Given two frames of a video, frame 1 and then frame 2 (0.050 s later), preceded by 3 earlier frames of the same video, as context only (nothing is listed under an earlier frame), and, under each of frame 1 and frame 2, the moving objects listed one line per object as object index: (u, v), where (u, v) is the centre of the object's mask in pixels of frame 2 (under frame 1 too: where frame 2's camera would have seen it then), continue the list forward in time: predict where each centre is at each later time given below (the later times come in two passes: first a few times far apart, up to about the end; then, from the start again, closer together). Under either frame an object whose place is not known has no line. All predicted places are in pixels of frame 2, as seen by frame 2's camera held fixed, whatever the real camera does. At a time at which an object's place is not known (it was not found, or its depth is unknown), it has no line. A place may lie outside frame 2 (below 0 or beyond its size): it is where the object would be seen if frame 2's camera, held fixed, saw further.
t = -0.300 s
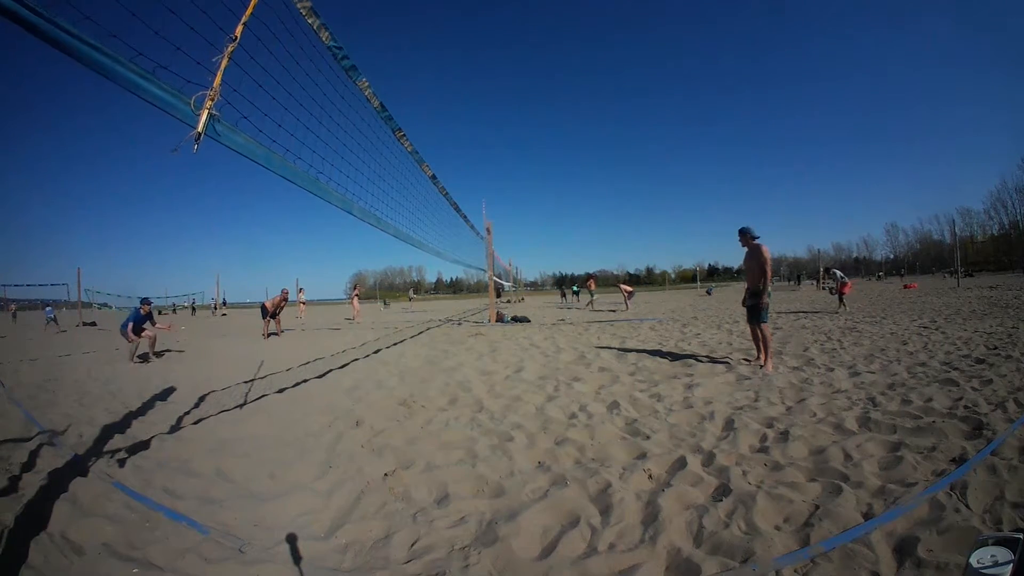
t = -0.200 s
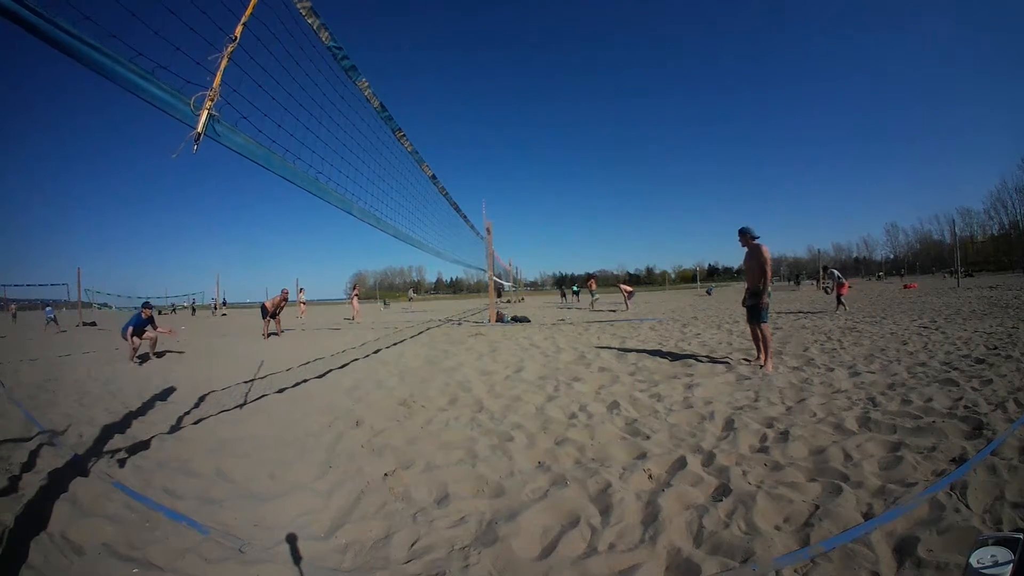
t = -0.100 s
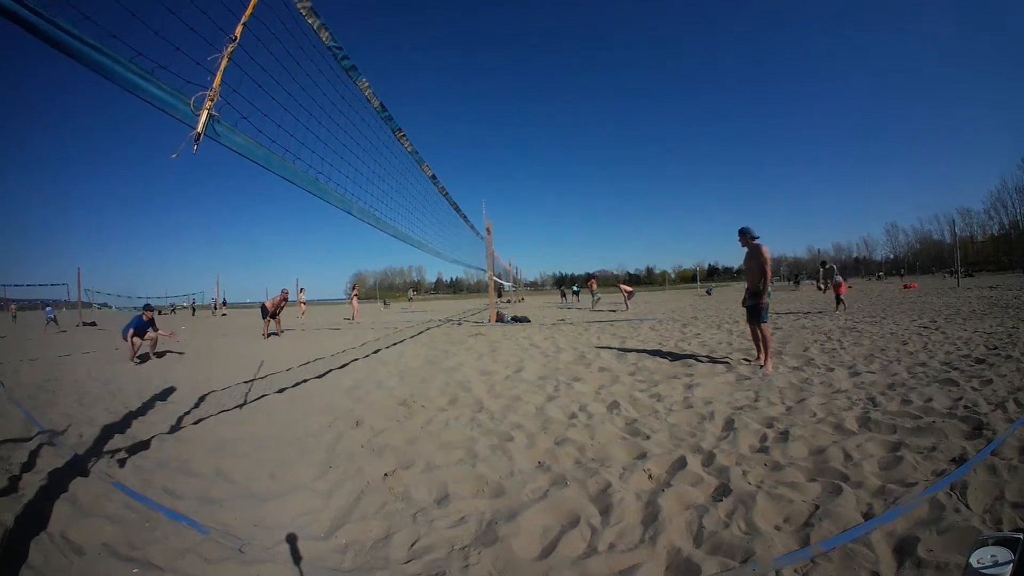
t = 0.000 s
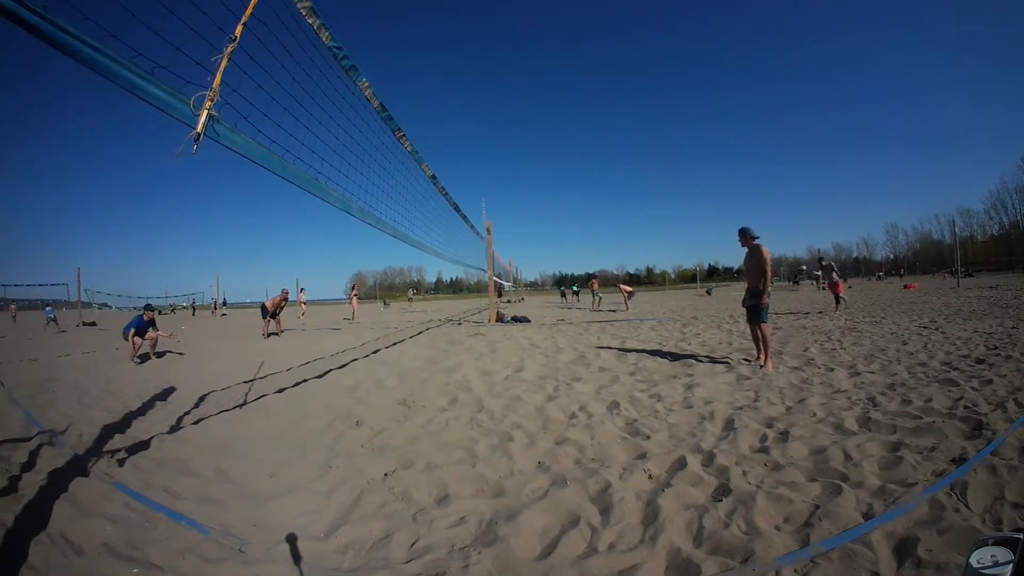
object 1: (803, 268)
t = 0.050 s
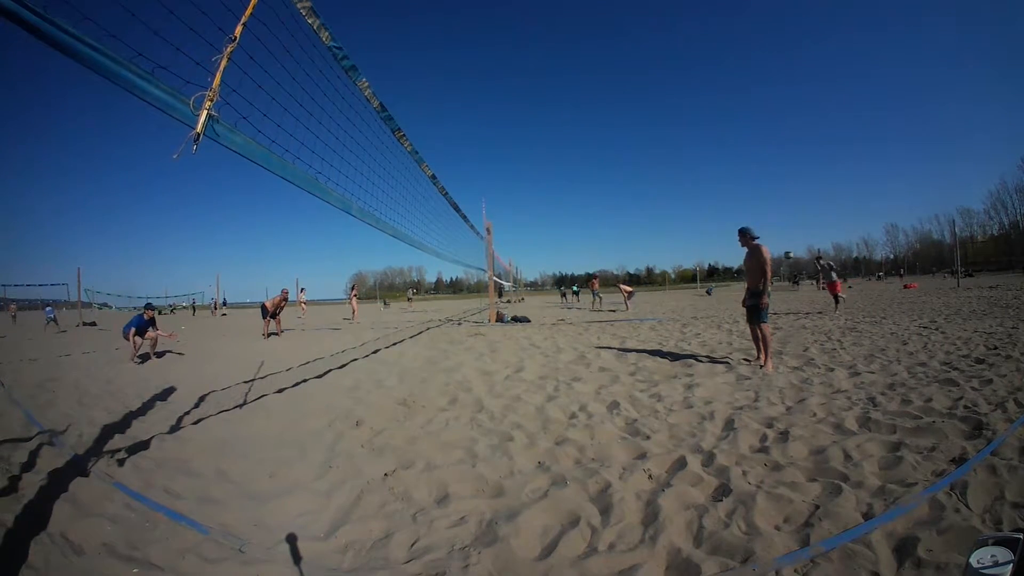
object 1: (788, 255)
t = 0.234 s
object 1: (726, 210)
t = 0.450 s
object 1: (622, 165)
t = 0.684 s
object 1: (460, 142)
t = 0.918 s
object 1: (265, 171)
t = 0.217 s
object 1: (733, 214)
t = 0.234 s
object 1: (726, 210)
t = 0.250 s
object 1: (720, 206)
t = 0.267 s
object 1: (713, 202)
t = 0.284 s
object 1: (706, 198)
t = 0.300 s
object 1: (699, 195)
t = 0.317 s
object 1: (691, 191)
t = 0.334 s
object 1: (684, 187)
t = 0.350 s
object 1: (676, 184)
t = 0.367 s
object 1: (667, 180)
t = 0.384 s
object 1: (659, 177)
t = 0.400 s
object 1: (650, 174)
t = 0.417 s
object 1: (641, 171)
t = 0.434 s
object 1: (632, 167)
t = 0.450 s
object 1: (622, 165)
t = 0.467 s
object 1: (612, 162)
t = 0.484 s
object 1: (603, 159)
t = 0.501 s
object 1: (592, 157)
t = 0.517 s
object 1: (581, 155)
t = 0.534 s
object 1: (570, 153)
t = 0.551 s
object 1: (560, 151)
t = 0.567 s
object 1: (548, 149)
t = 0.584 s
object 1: (536, 147)
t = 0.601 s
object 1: (524, 146)
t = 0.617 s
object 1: (512, 145)
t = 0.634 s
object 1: (499, 144)
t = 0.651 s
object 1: (486, 143)
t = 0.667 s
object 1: (473, 142)
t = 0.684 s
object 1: (460, 142)
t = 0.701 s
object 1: (446, 142)
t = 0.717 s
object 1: (433, 143)
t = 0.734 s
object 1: (419, 143)
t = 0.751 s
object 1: (408, 143)
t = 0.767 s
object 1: (391, 145)
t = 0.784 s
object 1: (377, 147)
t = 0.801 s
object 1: (363, 148)
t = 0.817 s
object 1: (349, 151)
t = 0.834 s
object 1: (335, 153)
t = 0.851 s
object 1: (321, 156)
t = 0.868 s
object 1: (307, 159)
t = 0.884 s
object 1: (294, 160)
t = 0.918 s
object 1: (265, 171)
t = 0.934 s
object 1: (253, 174)
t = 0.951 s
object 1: (240, 178)
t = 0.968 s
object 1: (228, 183)
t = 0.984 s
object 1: (215, 187)
